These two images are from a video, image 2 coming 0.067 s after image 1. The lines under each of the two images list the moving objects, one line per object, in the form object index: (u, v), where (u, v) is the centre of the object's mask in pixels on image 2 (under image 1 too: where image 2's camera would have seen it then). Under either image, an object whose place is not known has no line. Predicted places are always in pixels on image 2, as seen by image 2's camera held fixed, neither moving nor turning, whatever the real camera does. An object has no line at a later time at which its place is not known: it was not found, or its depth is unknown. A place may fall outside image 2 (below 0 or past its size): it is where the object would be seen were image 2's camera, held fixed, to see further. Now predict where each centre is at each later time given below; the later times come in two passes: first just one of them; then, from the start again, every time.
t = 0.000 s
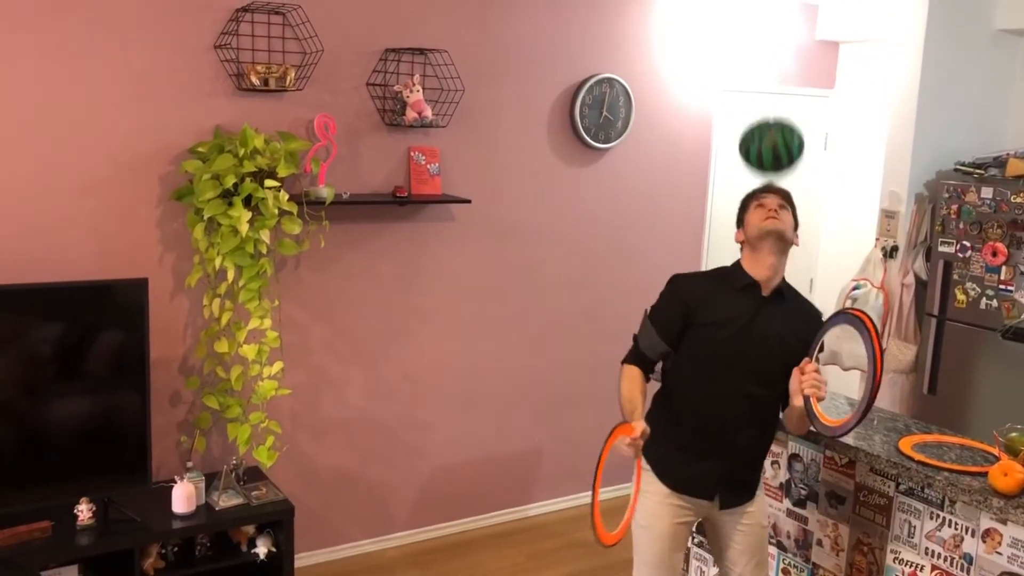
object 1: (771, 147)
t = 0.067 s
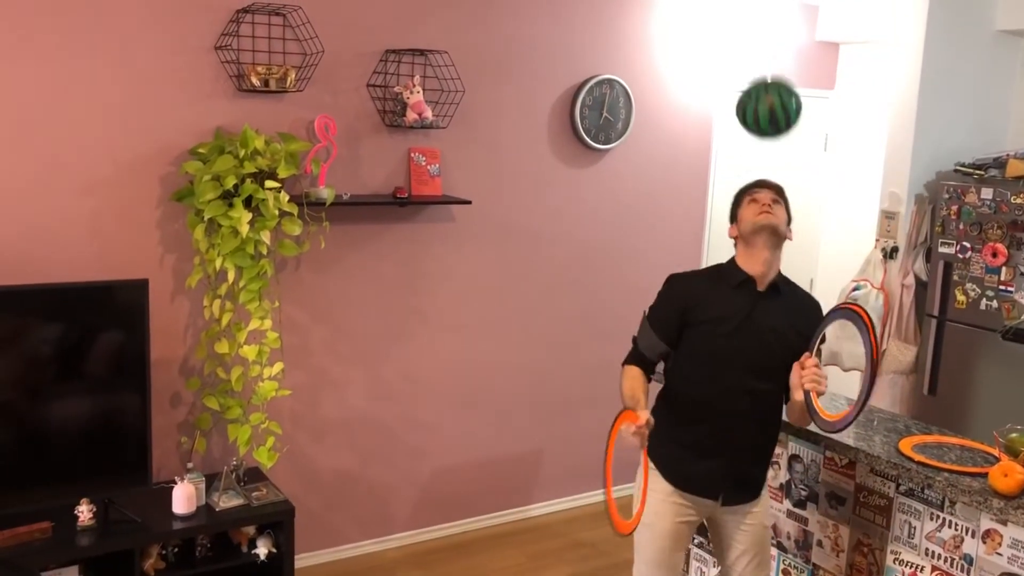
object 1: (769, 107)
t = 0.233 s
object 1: (756, 72)
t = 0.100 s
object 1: (767, 93)
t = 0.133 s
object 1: (764, 83)
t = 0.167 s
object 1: (762, 76)
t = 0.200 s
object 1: (759, 72)
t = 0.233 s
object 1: (756, 72)
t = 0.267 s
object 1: (752, 75)
